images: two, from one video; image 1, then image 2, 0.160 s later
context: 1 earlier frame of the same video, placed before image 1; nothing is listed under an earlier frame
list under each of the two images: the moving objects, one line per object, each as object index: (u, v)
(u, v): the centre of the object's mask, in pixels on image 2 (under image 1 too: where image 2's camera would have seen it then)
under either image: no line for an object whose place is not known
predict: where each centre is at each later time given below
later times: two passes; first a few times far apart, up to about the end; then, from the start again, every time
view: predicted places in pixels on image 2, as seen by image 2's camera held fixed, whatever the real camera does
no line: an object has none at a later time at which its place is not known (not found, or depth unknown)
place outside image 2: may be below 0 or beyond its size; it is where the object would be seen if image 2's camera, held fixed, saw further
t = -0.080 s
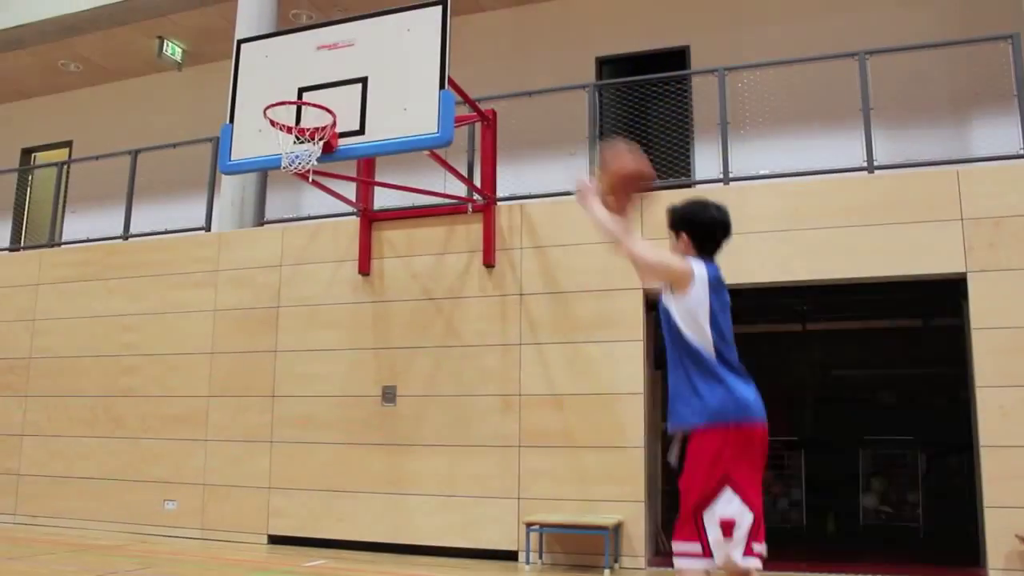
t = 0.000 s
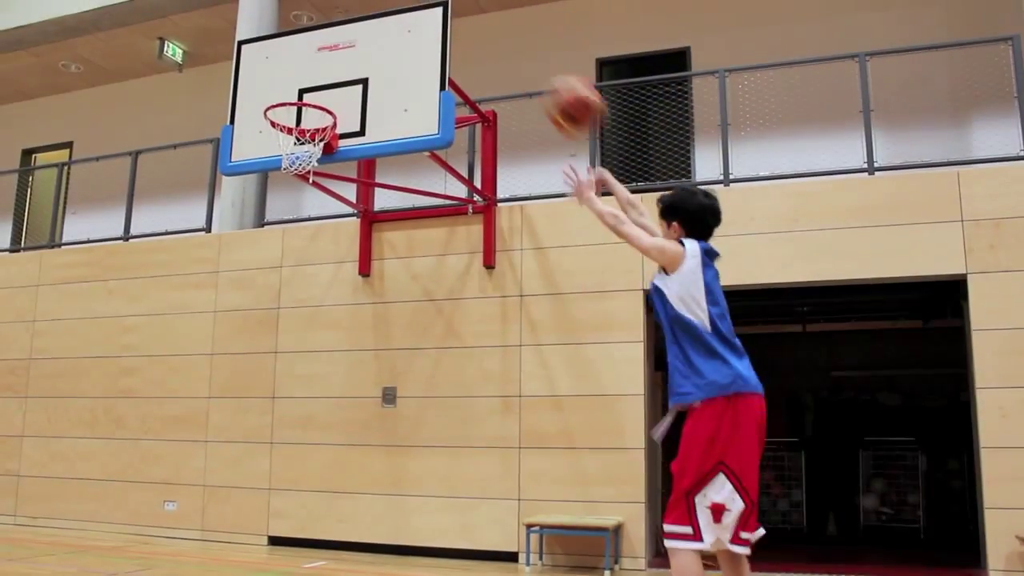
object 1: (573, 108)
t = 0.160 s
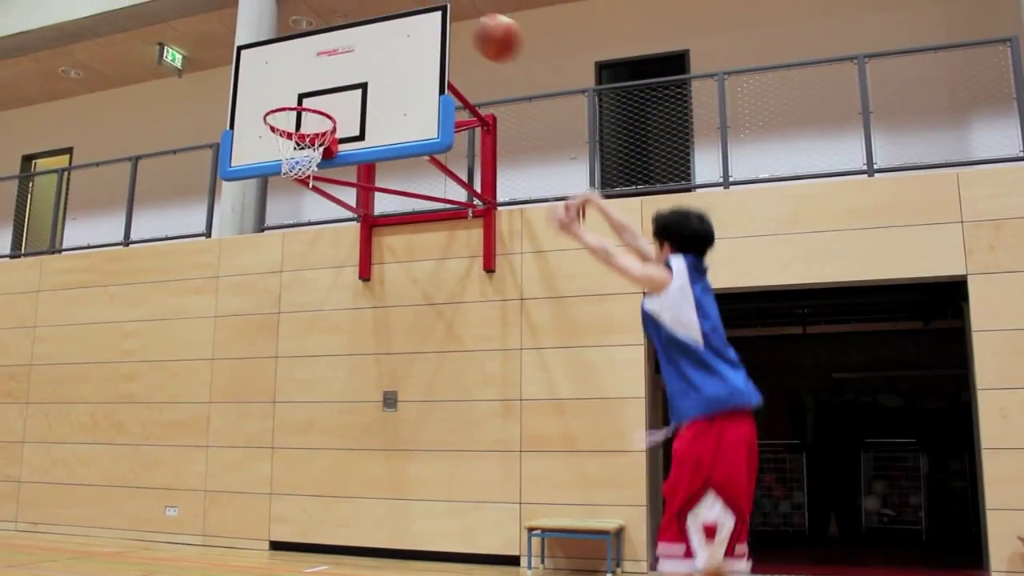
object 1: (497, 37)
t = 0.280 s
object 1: (454, 24)
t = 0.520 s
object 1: (388, 61)
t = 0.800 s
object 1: (290, 117)
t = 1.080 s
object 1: (312, 175)
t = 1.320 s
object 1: (313, 259)
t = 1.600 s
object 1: (311, 471)
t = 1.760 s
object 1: (310, 532)
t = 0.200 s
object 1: (482, 30)
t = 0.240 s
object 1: (469, 25)
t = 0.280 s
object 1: (454, 24)
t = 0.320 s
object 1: (442, 25)
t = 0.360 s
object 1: (429, 28)
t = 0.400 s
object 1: (418, 33)
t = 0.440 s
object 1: (408, 41)
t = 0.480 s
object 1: (397, 51)
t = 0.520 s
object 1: (388, 61)
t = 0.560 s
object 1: (379, 73)
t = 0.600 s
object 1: (369, 86)
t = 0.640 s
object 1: (355, 91)
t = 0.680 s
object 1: (338, 94)
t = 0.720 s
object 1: (321, 98)
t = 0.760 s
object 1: (303, 106)
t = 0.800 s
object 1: (290, 117)
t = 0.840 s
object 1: (295, 127)
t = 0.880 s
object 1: (301, 137)
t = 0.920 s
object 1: (304, 150)
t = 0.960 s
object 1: (308, 161)
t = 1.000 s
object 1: (310, 165)
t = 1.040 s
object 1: (311, 169)
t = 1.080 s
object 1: (312, 175)
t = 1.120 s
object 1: (312, 182)
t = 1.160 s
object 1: (312, 192)
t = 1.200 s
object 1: (313, 206)
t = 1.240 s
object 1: (313, 220)
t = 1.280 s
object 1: (313, 238)
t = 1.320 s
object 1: (313, 259)
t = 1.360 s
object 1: (313, 278)
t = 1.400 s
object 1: (313, 305)
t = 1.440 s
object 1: (313, 331)
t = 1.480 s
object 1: (313, 361)
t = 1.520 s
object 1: (313, 395)
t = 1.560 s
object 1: (313, 431)
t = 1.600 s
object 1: (311, 471)
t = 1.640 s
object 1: (312, 517)
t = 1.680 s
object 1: (310, 551)
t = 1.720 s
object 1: (310, 555)
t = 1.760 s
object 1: (310, 532)
